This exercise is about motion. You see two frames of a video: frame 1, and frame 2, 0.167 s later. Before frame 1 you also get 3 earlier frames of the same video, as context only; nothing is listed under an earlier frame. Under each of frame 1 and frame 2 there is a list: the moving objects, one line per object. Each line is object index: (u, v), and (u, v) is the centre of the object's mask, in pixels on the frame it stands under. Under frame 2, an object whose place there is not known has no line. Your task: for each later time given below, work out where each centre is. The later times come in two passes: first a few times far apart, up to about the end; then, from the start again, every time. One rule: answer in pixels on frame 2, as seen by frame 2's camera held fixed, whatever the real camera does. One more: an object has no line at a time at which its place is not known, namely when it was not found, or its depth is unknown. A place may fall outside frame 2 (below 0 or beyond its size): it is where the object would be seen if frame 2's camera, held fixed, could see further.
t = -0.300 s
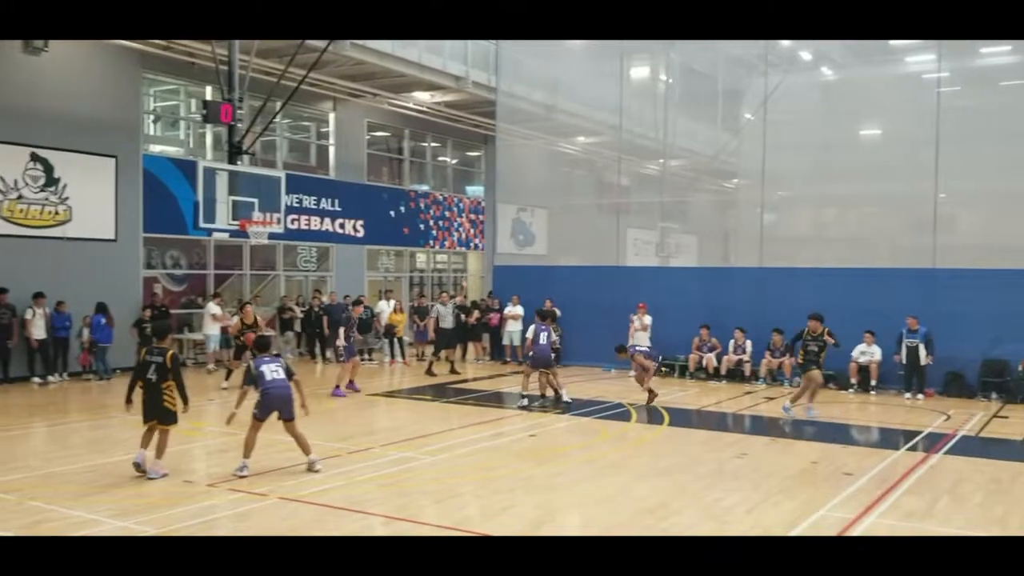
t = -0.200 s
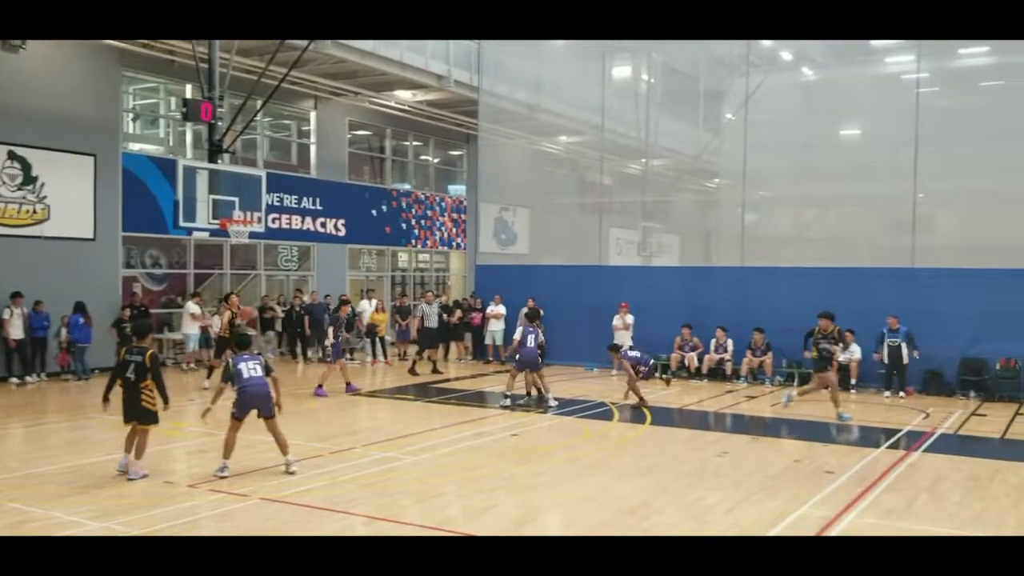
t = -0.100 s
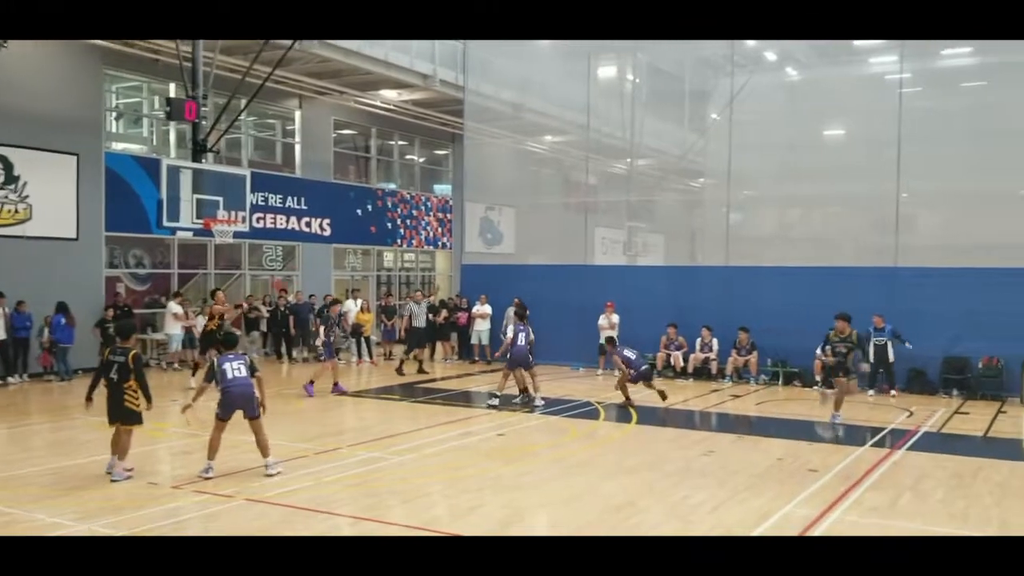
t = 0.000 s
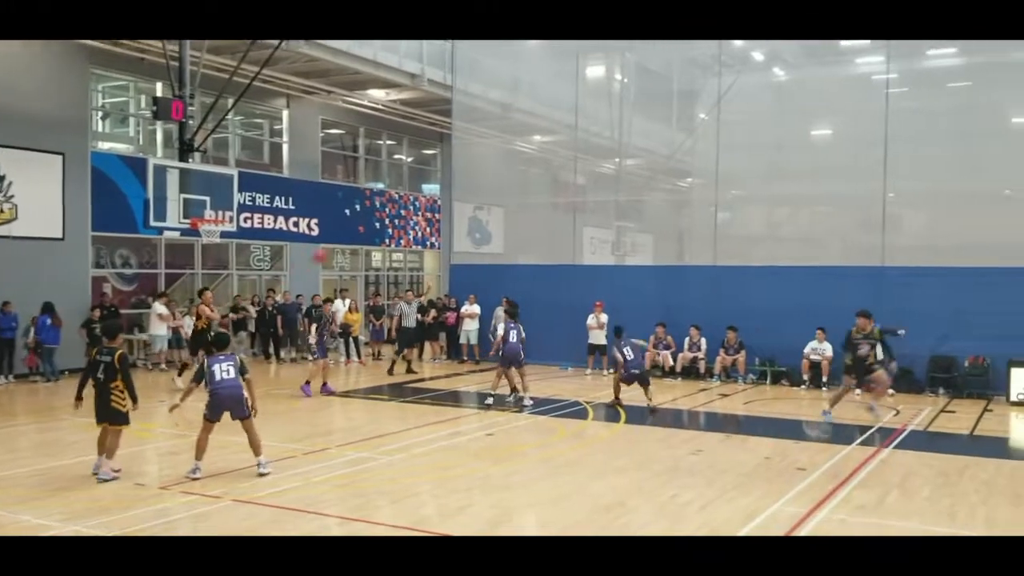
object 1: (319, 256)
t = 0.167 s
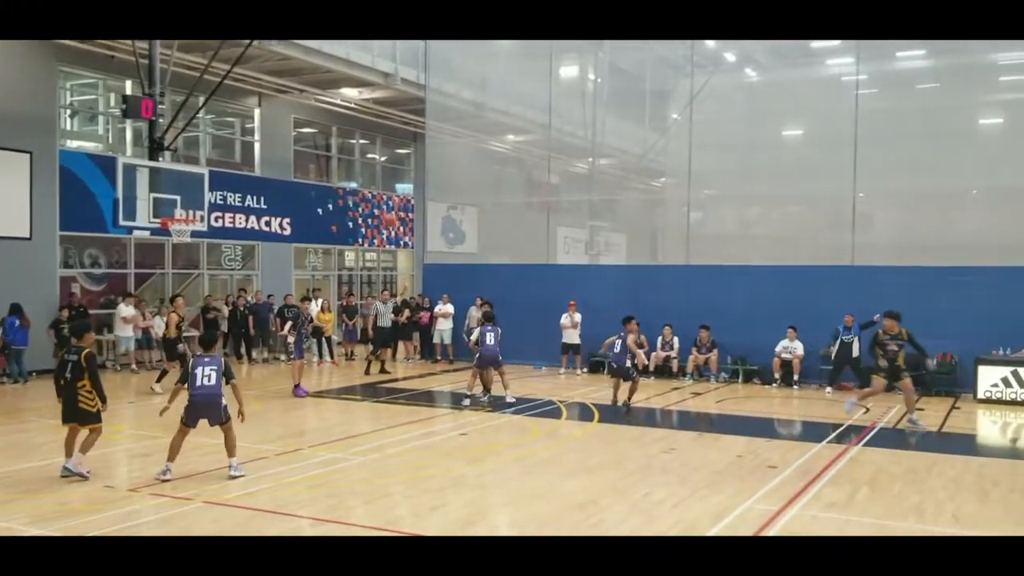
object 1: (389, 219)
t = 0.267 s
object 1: (448, 205)
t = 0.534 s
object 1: (618, 190)
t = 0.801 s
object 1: (801, 211)
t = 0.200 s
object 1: (409, 214)
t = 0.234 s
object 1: (428, 210)
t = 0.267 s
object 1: (448, 205)
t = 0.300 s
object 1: (468, 201)
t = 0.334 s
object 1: (489, 197)
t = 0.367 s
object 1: (510, 194)
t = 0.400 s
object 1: (531, 192)
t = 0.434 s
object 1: (552, 190)
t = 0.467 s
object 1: (573, 189)
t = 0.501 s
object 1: (596, 189)
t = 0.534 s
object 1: (618, 190)
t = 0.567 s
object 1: (641, 190)
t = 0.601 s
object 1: (664, 191)
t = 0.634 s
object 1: (687, 193)
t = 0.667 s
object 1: (711, 196)
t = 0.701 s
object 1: (734, 199)
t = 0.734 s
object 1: (756, 202)
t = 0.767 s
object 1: (778, 206)
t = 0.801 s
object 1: (801, 211)
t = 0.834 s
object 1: (823, 218)
